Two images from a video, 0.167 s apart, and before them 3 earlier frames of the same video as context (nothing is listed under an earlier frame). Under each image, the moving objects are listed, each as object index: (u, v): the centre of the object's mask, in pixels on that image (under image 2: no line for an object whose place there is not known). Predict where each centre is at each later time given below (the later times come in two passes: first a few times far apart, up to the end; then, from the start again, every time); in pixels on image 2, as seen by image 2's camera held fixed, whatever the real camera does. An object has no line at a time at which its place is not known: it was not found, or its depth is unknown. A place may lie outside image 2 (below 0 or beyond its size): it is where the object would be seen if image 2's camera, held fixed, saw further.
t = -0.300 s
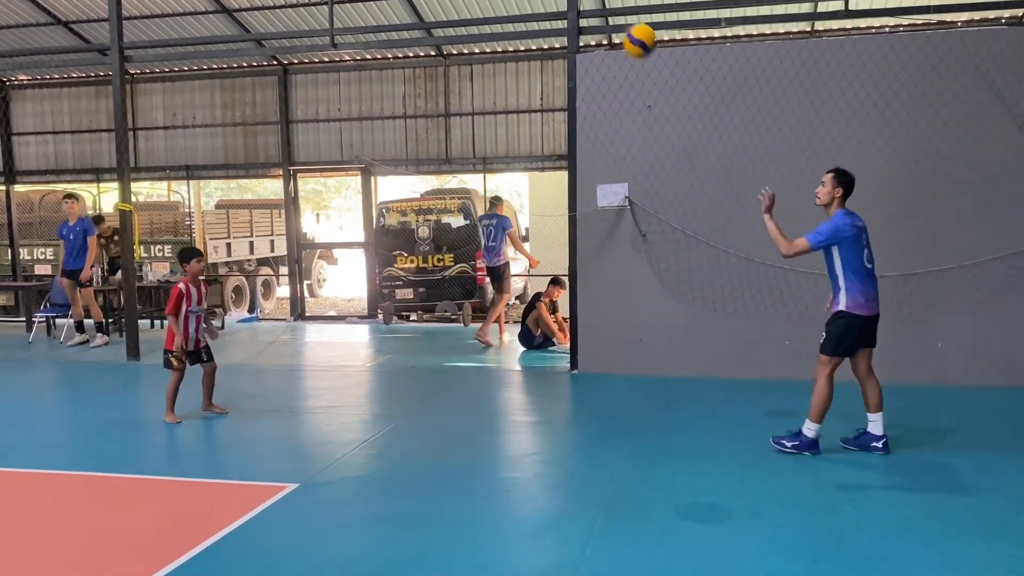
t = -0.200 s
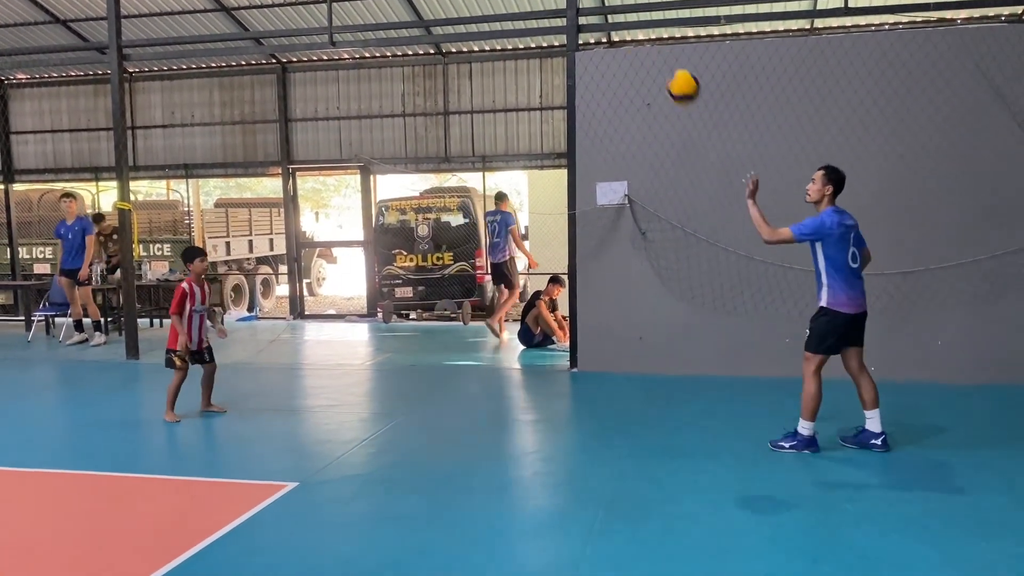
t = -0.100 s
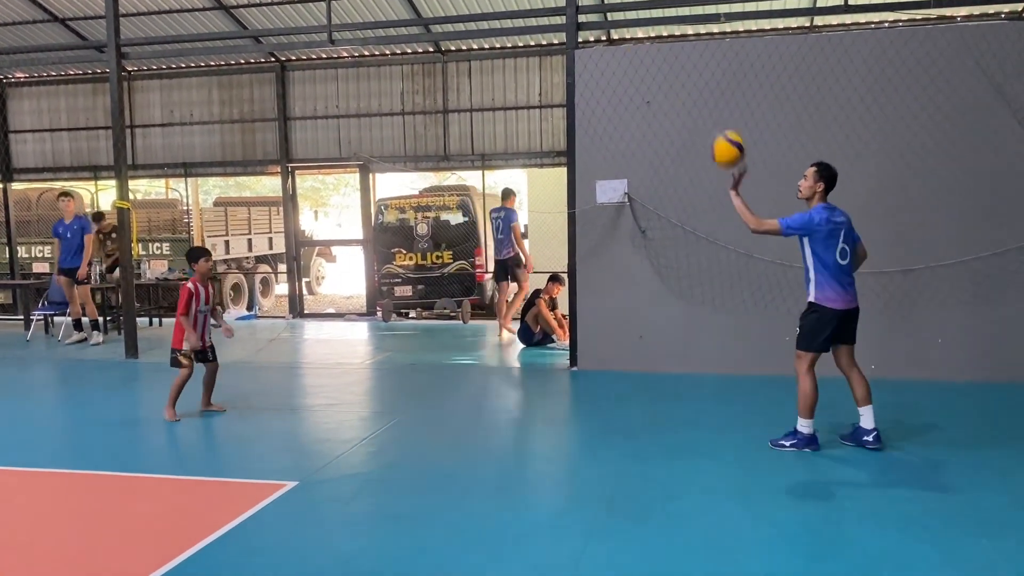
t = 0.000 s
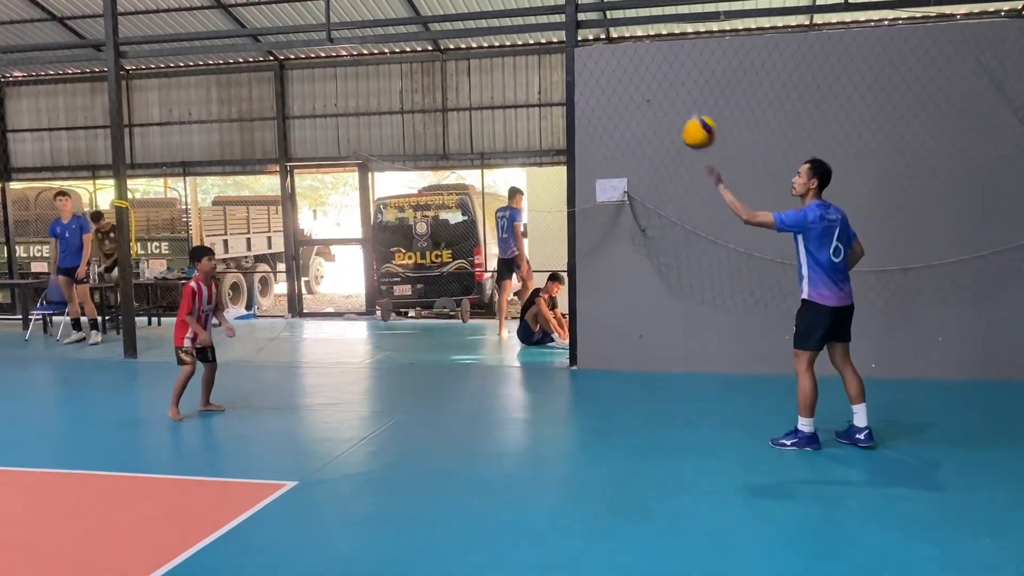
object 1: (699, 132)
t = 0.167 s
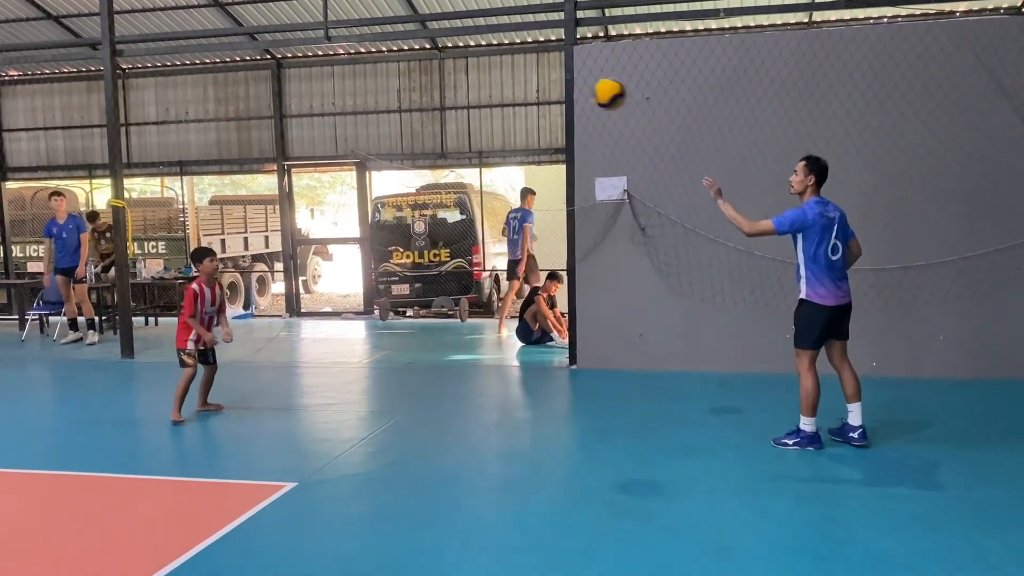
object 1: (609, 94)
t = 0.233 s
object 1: (575, 92)
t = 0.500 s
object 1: (451, 145)
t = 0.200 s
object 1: (593, 92)
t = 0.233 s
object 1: (575, 92)
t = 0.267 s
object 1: (559, 93)
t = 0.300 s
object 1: (543, 95)
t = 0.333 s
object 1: (527, 100)
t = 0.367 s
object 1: (512, 107)
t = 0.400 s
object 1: (497, 114)
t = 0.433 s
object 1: (482, 124)
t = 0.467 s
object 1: (466, 134)
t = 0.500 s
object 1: (451, 145)
